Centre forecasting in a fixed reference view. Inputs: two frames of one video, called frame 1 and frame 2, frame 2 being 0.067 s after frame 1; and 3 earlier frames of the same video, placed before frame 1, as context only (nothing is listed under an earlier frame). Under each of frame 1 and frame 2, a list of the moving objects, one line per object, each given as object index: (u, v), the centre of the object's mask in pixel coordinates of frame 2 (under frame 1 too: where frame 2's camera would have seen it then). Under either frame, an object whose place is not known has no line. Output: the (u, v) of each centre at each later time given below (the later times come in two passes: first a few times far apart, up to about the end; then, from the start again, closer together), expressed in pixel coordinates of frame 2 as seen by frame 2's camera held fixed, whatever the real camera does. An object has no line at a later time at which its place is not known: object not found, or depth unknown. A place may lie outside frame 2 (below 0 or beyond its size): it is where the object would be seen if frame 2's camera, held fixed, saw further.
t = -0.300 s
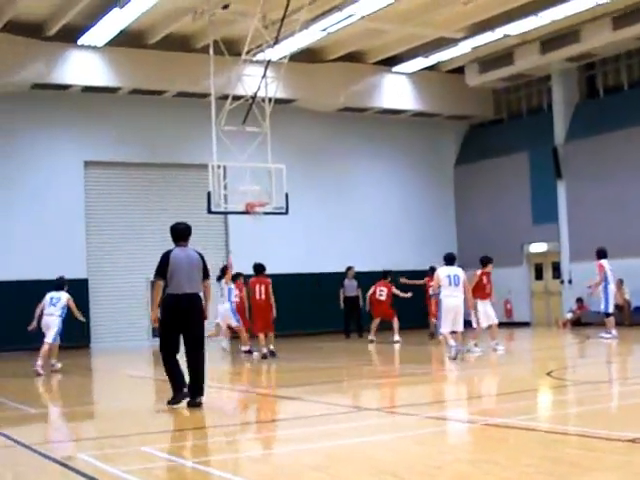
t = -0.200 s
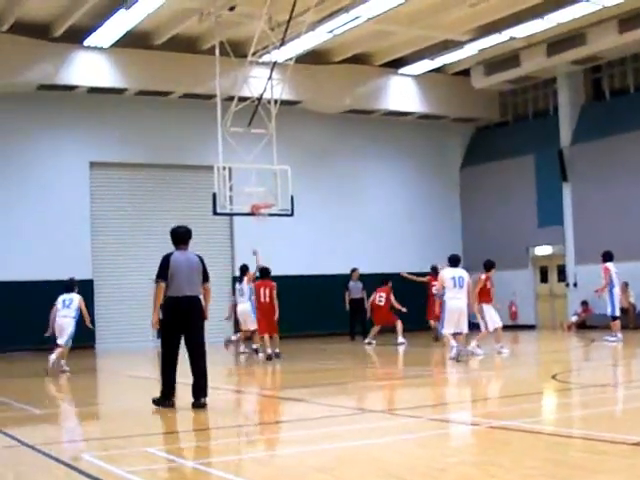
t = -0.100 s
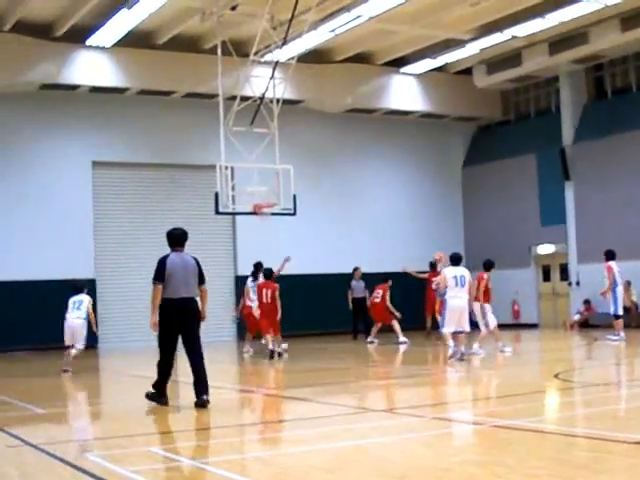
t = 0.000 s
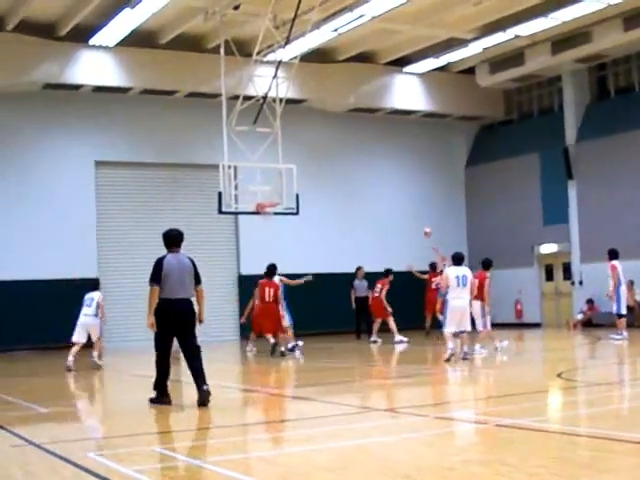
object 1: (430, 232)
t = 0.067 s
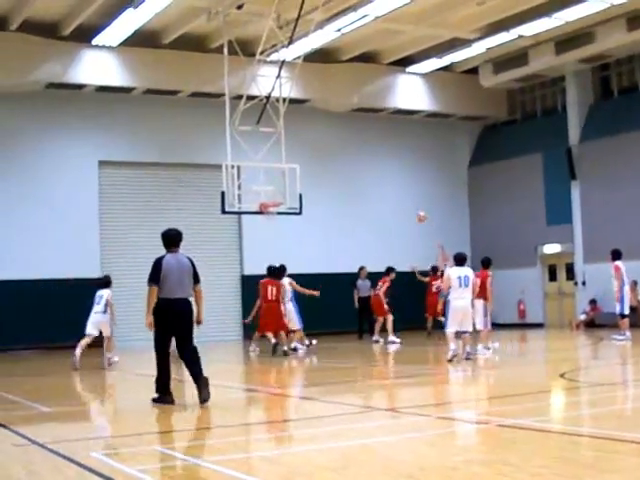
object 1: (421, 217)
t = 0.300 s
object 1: (386, 176)
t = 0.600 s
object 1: (341, 156)
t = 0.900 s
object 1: (293, 174)
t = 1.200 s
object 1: (258, 189)
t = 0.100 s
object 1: (417, 210)
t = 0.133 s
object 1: (411, 203)
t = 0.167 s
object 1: (405, 197)
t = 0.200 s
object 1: (401, 191)
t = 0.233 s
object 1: (396, 186)
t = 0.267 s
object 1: (391, 181)
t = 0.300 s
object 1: (386, 176)
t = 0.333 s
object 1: (381, 172)
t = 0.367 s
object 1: (376, 168)
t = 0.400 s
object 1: (371, 165)
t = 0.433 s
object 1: (366, 163)
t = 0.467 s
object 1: (361, 160)
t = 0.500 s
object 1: (356, 158)
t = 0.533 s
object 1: (351, 157)
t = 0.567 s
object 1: (346, 156)
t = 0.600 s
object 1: (341, 156)
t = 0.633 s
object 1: (336, 156)
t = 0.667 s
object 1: (330, 156)
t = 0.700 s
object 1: (326, 157)
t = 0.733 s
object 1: (320, 159)
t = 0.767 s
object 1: (315, 161)
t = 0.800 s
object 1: (310, 163)
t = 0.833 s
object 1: (305, 167)
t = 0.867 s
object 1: (299, 170)
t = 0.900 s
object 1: (293, 174)
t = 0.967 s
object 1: (284, 183)
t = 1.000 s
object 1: (277, 191)
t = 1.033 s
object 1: (271, 195)
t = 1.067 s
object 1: (269, 195)
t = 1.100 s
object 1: (266, 193)
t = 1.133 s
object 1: (263, 191)
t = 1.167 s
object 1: (261, 189)
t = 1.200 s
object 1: (258, 189)
